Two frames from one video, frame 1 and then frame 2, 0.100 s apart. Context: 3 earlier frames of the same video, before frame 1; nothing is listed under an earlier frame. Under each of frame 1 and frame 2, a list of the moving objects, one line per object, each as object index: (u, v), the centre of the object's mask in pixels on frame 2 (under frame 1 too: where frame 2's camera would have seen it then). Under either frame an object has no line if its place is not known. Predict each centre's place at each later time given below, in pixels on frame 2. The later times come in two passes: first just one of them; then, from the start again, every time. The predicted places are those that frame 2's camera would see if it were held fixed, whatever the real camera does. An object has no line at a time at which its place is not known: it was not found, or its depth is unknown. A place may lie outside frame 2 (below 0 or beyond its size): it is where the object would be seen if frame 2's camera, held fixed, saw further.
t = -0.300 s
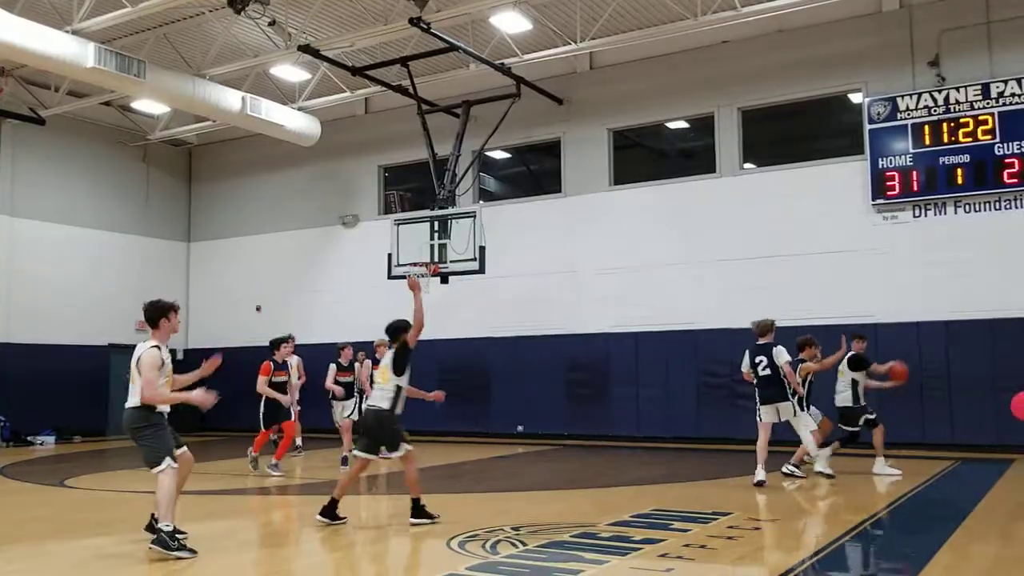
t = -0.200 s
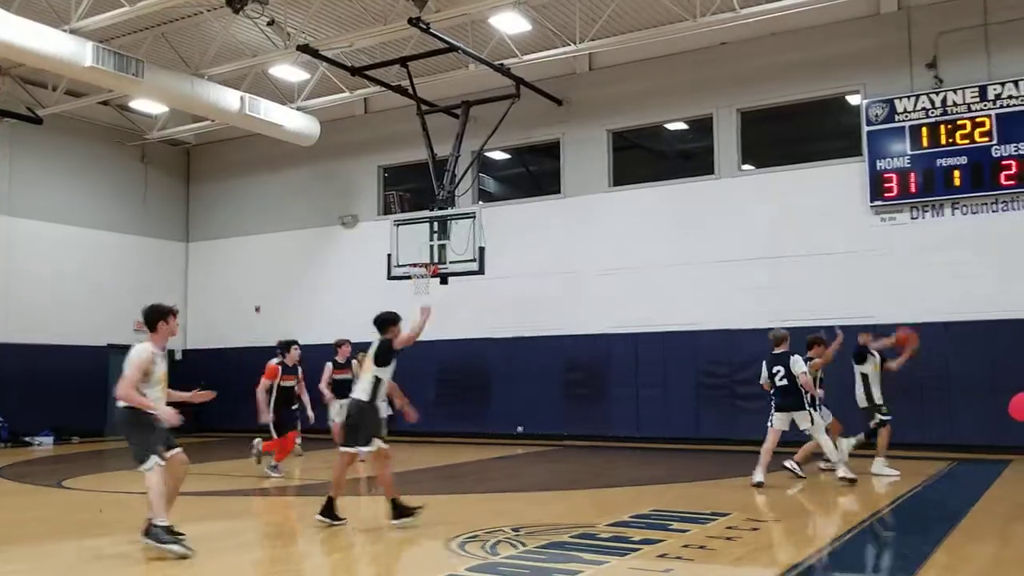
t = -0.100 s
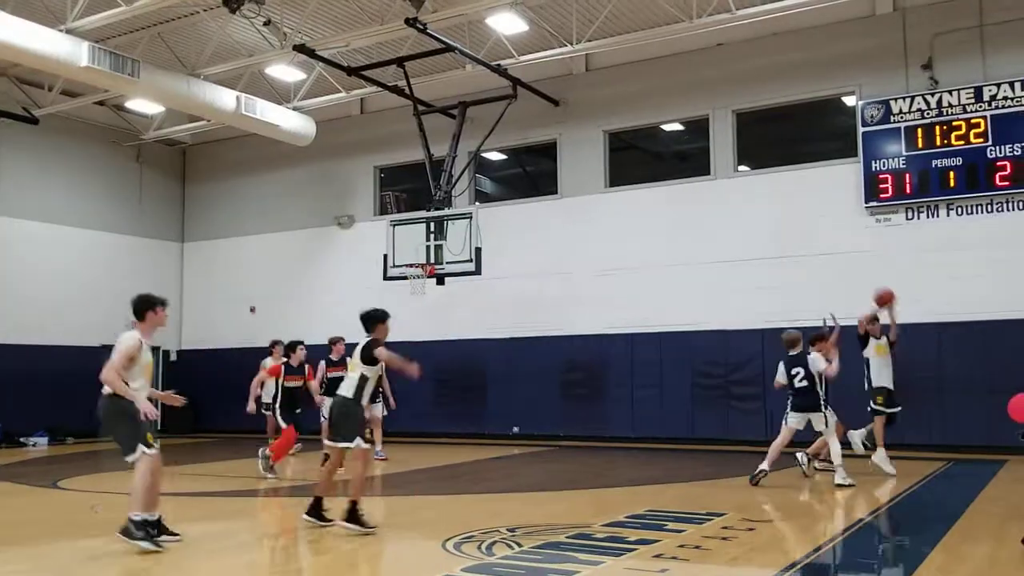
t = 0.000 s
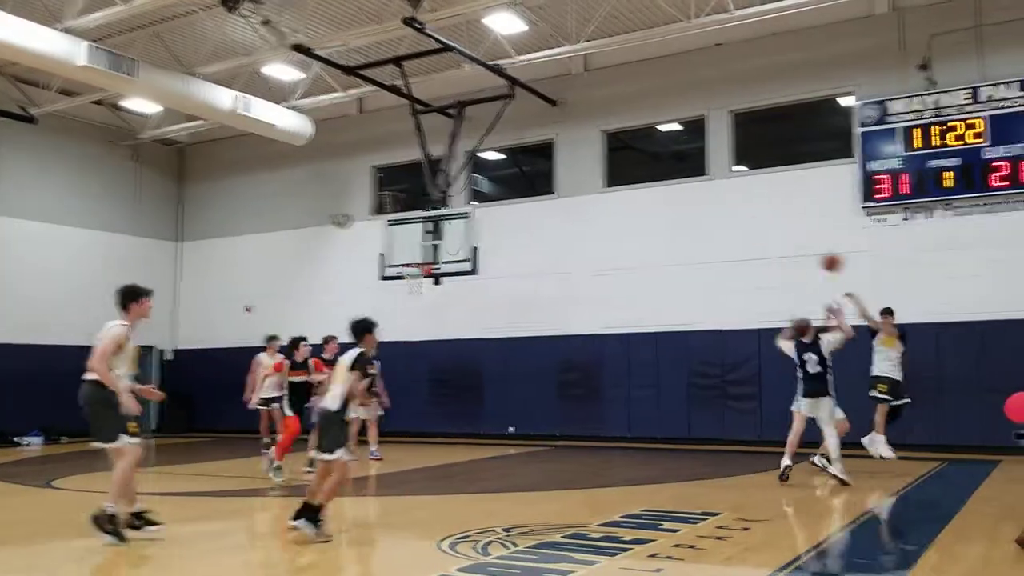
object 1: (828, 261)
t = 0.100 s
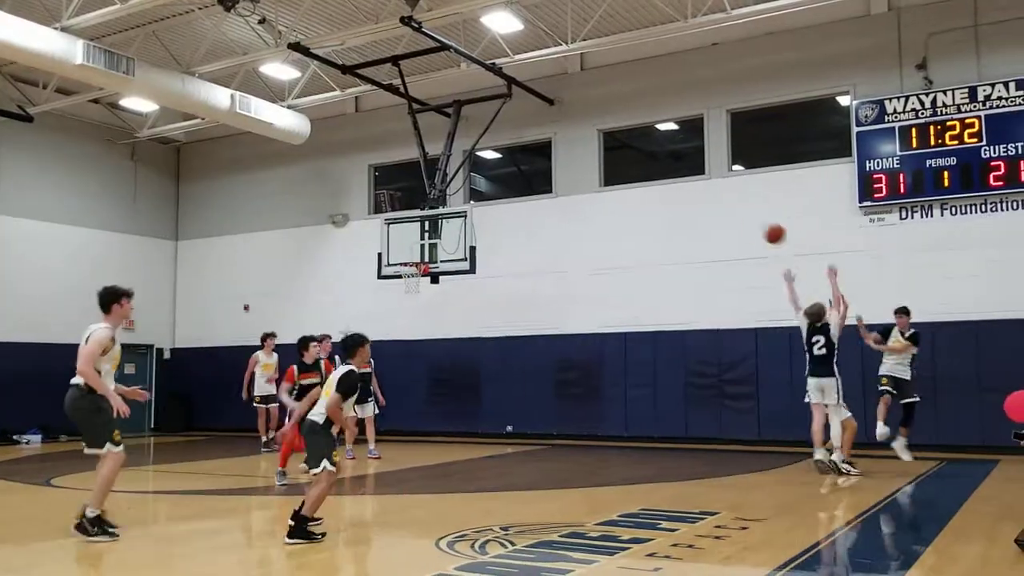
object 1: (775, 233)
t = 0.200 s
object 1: (719, 214)
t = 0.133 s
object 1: (756, 226)
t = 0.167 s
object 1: (739, 220)
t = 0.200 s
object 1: (719, 214)
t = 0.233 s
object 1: (701, 209)
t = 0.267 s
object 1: (681, 205)
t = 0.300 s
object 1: (662, 203)
